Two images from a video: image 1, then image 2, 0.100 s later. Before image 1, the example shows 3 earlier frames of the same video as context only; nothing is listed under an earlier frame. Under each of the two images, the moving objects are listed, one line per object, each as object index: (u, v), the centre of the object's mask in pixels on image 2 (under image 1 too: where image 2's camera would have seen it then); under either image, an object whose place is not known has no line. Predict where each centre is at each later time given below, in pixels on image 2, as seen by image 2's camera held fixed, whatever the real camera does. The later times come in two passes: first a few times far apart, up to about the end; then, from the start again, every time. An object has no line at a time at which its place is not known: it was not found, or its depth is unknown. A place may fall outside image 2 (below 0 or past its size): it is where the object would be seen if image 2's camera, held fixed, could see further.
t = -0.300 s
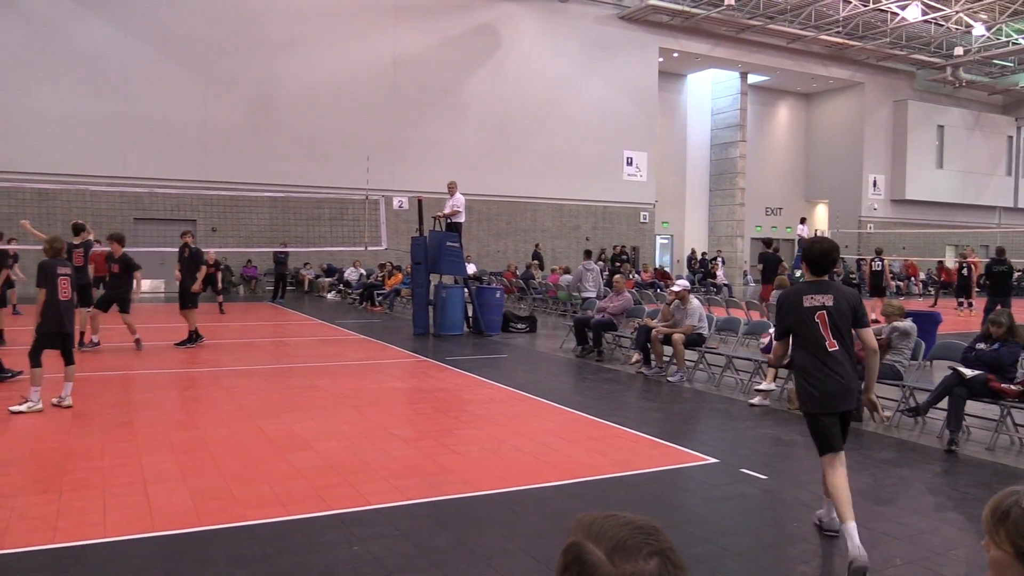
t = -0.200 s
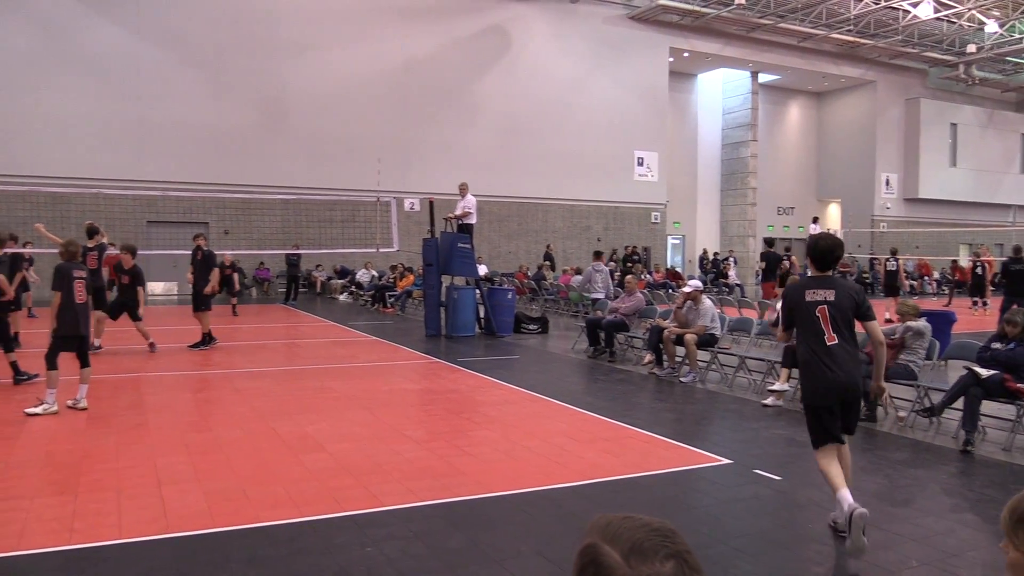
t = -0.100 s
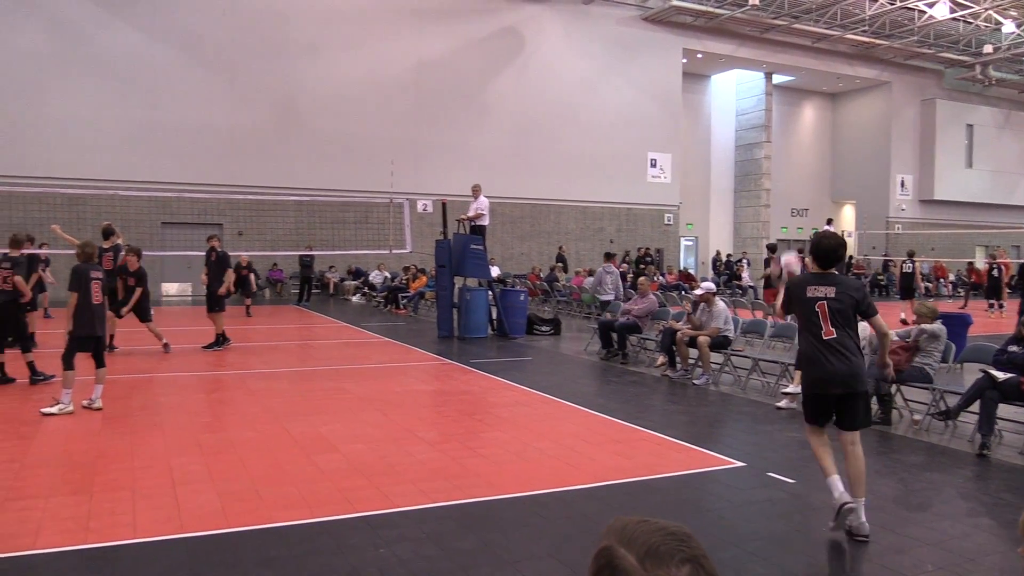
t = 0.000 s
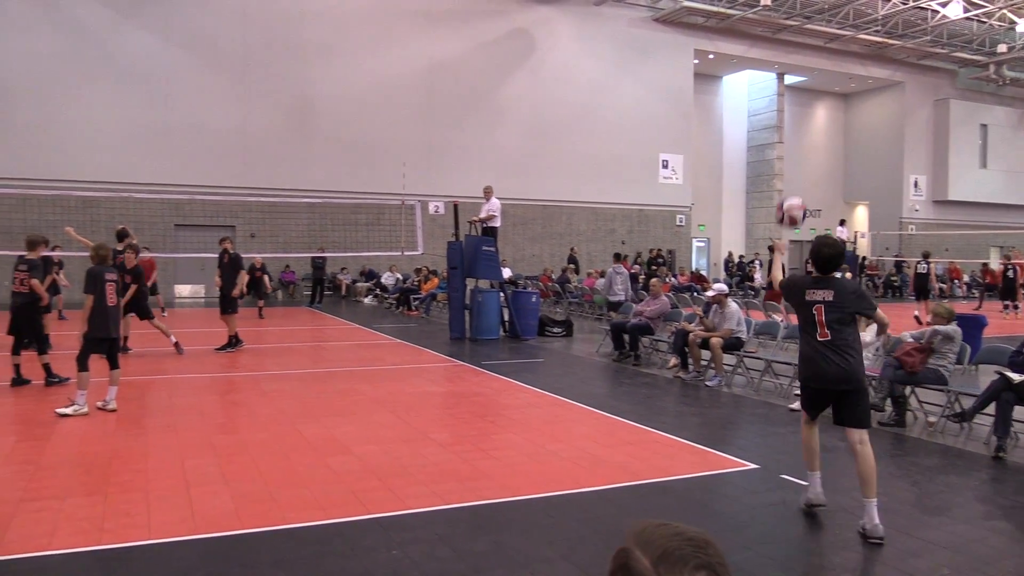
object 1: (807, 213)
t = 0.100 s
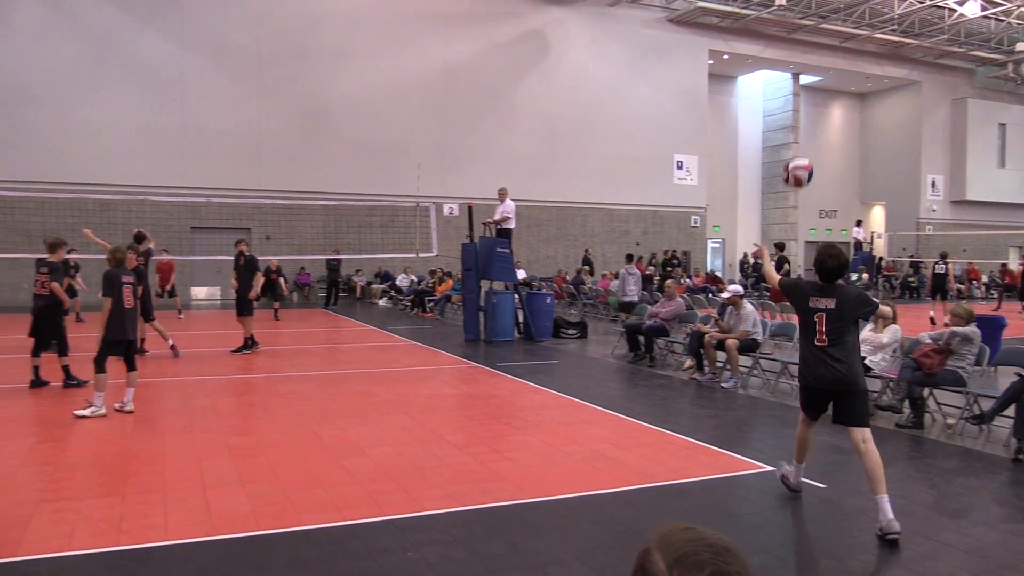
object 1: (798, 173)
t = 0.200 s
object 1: (790, 148)
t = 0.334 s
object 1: (783, 139)
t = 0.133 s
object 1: (795, 163)
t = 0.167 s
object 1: (793, 154)
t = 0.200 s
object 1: (790, 148)
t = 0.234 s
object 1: (788, 143)
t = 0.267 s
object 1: (786, 140)
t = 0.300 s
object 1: (784, 139)
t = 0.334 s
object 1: (783, 139)
